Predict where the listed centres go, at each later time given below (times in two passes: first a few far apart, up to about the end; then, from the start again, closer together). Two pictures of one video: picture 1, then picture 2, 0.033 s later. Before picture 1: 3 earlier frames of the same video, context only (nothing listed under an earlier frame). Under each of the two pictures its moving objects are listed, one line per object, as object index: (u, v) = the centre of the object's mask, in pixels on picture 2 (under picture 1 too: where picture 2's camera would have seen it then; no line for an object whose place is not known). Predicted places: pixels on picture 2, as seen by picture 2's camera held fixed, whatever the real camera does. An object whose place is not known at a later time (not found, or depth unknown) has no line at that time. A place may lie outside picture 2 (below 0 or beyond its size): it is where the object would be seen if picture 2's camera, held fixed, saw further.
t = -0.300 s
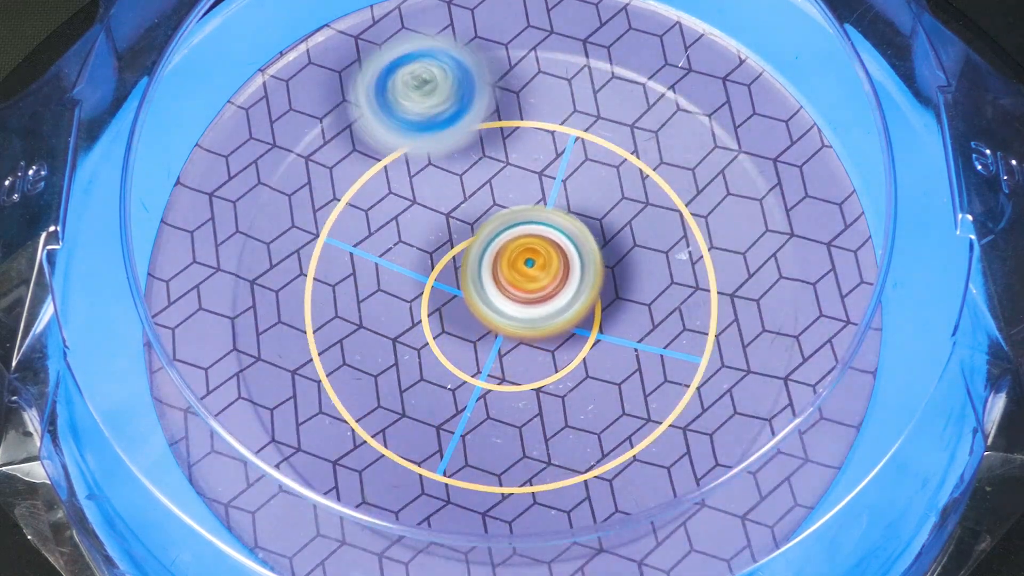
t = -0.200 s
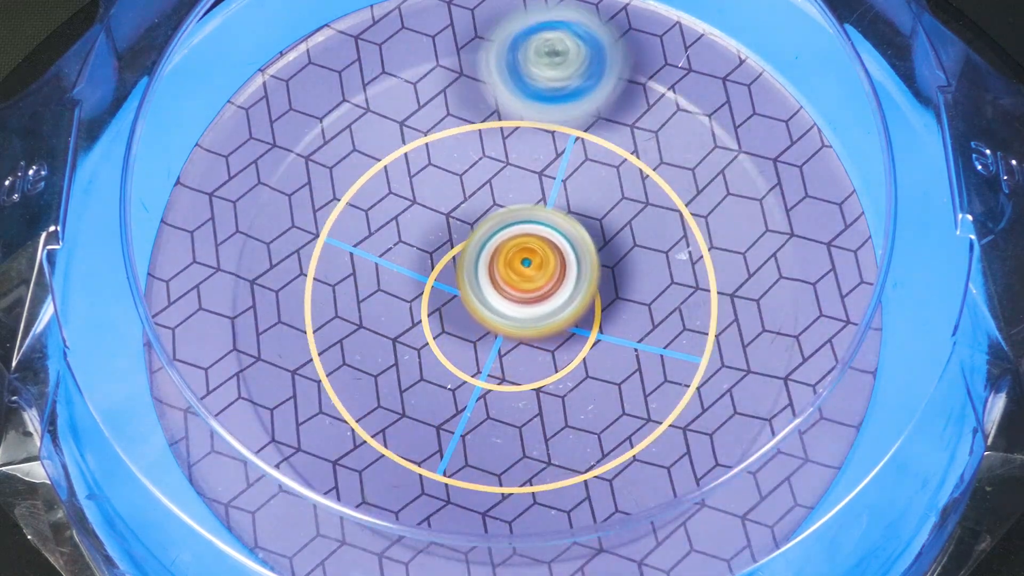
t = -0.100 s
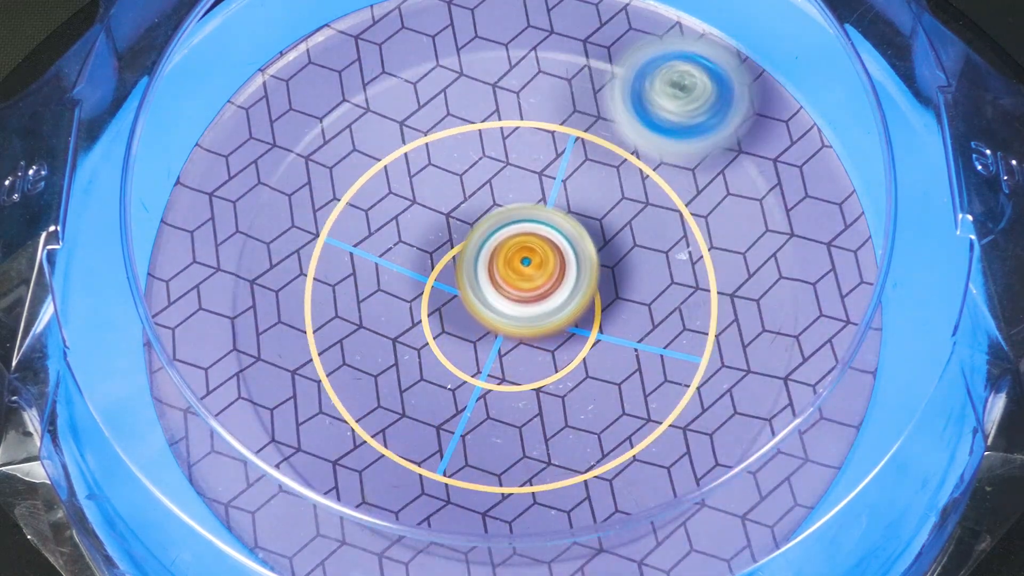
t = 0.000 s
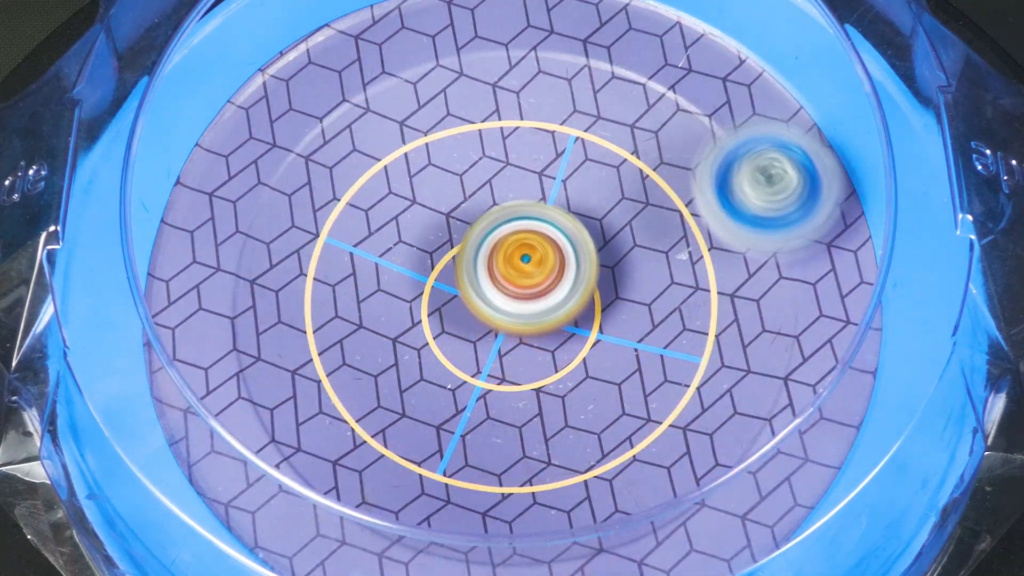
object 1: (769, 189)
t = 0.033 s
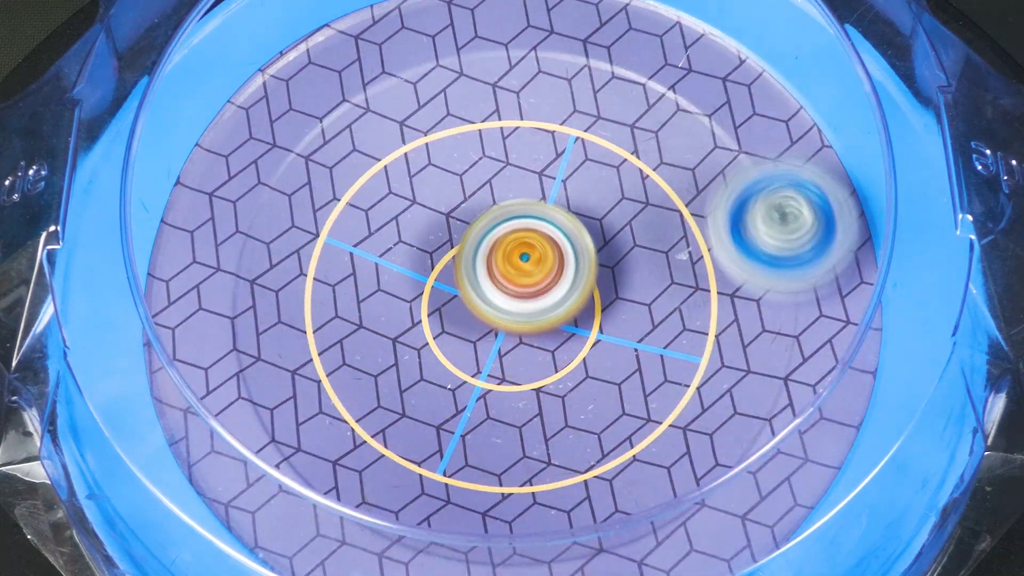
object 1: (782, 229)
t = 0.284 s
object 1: (606, 486)
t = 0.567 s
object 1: (290, 305)
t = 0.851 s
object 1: (461, 50)
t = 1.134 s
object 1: (732, 199)
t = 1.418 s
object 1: (521, 468)
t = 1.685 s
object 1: (260, 292)
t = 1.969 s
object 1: (437, 75)
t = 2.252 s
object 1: (695, 257)
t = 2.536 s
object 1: (480, 489)
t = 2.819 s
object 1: (281, 285)
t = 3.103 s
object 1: (526, 127)
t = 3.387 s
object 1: (702, 348)
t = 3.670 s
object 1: (438, 458)
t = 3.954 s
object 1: (376, 204)
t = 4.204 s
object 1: (617, 144)
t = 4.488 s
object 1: (657, 384)
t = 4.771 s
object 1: (377, 349)
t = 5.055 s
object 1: (456, 130)
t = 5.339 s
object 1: (662, 252)
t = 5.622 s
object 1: (520, 445)
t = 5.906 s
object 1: (335, 280)
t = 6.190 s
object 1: (517, 148)
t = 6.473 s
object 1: (668, 296)
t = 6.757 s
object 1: (545, 434)
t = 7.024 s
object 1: (401, 408)
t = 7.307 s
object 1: (426, 269)
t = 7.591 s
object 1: (493, 328)
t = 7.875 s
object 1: (475, 320)
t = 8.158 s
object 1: (539, 371)
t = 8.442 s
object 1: (370, 402)
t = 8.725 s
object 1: (287, 365)
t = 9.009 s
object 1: (427, 230)
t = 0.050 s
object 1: (786, 249)
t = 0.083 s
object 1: (789, 292)
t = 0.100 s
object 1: (786, 312)
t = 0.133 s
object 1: (770, 354)
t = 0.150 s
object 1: (760, 375)
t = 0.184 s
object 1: (732, 415)
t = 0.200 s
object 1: (714, 431)
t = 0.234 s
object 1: (675, 458)
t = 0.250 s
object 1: (653, 470)
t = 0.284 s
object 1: (606, 486)
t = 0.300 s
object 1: (582, 491)
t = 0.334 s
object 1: (530, 493)
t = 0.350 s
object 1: (505, 482)
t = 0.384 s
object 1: (456, 474)
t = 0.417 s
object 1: (410, 459)
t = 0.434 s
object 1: (389, 448)
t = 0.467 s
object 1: (352, 419)
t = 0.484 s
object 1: (337, 402)
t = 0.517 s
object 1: (313, 366)
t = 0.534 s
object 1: (303, 346)
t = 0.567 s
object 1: (290, 305)
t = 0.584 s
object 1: (285, 284)
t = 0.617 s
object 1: (286, 243)
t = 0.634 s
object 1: (288, 223)
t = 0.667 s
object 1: (299, 185)
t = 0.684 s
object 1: (309, 166)
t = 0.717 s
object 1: (329, 130)
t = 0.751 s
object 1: (354, 102)
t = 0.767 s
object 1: (371, 89)
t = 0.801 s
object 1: (405, 67)
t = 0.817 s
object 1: (423, 59)
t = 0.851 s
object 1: (461, 50)
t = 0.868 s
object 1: (481, 47)
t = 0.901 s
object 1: (522, 46)
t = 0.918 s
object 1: (541, 48)
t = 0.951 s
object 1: (582, 51)
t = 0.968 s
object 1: (604, 56)
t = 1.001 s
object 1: (639, 73)
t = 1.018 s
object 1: (654, 83)
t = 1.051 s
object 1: (685, 109)
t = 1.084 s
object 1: (711, 142)
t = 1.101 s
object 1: (719, 159)
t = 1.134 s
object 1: (732, 199)
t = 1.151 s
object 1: (738, 219)
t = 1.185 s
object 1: (739, 262)
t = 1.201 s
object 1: (736, 284)
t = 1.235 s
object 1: (722, 327)
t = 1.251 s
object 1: (714, 347)
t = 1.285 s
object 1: (687, 385)
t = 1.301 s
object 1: (672, 402)
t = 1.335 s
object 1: (635, 431)
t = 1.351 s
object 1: (613, 443)
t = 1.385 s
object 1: (568, 459)
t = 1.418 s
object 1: (521, 468)
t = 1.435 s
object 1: (496, 470)
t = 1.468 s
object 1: (448, 465)
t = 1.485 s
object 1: (426, 460)
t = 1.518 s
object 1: (384, 444)
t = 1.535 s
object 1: (364, 435)
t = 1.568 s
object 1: (328, 410)
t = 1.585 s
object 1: (313, 394)
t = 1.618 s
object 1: (289, 362)
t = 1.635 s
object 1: (279, 345)
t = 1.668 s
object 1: (264, 311)
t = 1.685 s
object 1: (260, 292)
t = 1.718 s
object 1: (257, 256)
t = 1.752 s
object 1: (262, 219)
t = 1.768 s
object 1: (265, 203)
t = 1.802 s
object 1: (282, 170)
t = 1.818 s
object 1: (292, 155)
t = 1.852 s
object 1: (317, 130)
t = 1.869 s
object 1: (331, 116)
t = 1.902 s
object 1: (364, 97)
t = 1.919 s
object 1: (381, 89)
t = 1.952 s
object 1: (418, 78)
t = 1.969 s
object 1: (437, 75)
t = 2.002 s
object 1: (476, 74)
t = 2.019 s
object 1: (497, 76)
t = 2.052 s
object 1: (537, 84)
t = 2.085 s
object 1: (574, 100)
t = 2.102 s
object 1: (592, 110)
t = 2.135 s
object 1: (626, 135)
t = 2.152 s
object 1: (641, 148)
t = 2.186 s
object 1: (666, 180)
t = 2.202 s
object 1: (676, 199)
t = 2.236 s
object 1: (690, 238)
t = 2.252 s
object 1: (695, 257)
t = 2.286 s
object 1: (697, 297)
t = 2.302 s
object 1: (695, 318)
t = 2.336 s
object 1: (683, 358)
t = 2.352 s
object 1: (674, 376)
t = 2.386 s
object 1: (651, 411)
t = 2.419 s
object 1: (621, 440)
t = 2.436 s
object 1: (603, 453)
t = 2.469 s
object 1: (564, 468)
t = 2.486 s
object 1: (544, 479)
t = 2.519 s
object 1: (502, 488)
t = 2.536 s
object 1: (480, 489)
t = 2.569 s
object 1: (439, 483)
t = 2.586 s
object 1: (419, 478)
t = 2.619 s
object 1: (380, 462)
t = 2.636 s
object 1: (363, 451)
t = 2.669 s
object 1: (335, 428)
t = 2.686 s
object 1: (322, 416)
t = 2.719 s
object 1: (300, 385)
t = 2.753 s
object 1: (287, 353)
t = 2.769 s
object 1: (283, 336)
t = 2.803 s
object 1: (280, 302)
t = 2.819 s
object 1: (281, 285)
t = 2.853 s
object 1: (292, 252)
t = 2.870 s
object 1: (298, 235)
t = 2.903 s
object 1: (318, 205)
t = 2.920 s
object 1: (330, 193)
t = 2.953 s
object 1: (358, 167)
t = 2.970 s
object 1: (375, 156)
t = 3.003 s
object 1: (409, 141)
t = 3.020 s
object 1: (428, 134)
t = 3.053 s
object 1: (466, 128)
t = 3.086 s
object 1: (505, 124)
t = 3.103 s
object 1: (526, 127)
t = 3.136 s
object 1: (565, 137)
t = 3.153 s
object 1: (583, 143)
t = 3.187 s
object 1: (620, 161)
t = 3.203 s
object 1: (636, 171)
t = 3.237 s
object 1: (663, 196)
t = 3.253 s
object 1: (675, 211)
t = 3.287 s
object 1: (694, 244)
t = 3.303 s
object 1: (700, 259)
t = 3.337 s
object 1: (707, 295)
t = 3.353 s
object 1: (708, 312)
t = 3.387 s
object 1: (702, 348)
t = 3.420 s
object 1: (690, 382)
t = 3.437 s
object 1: (680, 398)
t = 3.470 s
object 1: (656, 426)
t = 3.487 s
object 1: (641, 438)
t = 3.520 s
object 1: (609, 455)
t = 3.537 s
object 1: (590, 462)
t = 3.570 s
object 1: (552, 471)
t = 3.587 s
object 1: (532, 474)
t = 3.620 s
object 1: (494, 474)
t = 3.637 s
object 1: (474, 470)
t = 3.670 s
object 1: (438, 458)
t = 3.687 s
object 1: (421, 449)
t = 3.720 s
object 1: (392, 425)
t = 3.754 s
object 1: (368, 399)
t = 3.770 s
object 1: (358, 382)
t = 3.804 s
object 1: (347, 350)
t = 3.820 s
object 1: (343, 333)
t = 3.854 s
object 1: (340, 298)
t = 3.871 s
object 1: (341, 280)
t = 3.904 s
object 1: (350, 249)
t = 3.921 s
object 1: (358, 233)
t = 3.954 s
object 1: (376, 204)
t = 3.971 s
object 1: (388, 189)
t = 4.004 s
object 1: (415, 167)
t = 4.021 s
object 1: (431, 157)
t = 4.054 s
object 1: (463, 141)
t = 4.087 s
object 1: (497, 131)
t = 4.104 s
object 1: (514, 129)
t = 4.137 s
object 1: (550, 126)
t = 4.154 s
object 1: (569, 129)
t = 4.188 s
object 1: (601, 138)
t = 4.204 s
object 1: (617, 144)
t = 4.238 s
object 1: (647, 162)
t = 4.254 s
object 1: (661, 173)
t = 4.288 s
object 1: (682, 198)
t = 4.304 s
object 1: (691, 211)
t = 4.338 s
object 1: (704, 244)
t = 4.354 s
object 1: (707, 259)
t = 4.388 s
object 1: (707, 292)
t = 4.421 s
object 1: (697, 326)
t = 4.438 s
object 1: (689, 341)
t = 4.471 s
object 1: (668, 372)
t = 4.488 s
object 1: (657, 384)
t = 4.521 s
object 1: (625, 409)
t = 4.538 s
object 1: (609, 416)
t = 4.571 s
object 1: (572, 427)
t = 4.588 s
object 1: (552, 431)
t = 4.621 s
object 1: (514, 432)
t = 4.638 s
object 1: (494, 430)
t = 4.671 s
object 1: (459, 419)
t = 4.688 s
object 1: (442, 411)
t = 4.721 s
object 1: (411, 389)
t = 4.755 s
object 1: (386, 364)
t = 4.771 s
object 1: (377, 349)
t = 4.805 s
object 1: (363, 321)
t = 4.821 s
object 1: (358, 303)
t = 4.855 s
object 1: (353, 271)
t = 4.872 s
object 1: (355, 257)
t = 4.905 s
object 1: (361, 225)
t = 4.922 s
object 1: (367, 211)
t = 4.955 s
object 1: (382, 185)
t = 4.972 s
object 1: (391, 173)
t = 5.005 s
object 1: (415, 152)
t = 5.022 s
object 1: (428, 142)
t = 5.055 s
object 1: (456, 130)
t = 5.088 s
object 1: (487, 121)
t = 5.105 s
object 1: (504, 119)
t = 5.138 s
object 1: (536, 120)
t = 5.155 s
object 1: (552, 124)
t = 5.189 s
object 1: (582, 135)
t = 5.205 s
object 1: (596, 144)
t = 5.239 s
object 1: (623, 164)
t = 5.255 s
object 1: (633, 177)
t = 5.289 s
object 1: (650, 204)
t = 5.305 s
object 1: (655, 219)
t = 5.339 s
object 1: (662, 252)
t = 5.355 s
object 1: (661, 268)
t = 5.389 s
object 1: (656, 300)
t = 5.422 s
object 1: (654, 332)
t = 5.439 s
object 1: (655, 347)
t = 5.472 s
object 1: (649, 374)
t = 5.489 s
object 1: (641, 388)
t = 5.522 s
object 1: (619, 412)
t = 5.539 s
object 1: (607, 418)
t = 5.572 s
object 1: (574, 434)
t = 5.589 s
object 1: (556, 440)
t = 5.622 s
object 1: (520, 445)
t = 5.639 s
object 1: (501, 446)
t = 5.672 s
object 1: (466, 439)
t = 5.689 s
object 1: (450, 432)
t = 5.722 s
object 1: (419, 413)
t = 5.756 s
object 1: (393, 390)
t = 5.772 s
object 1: (383, 378)
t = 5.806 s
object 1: (359, 358)
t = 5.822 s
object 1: (350, 347)
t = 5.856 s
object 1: (339, 321)
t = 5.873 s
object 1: (335, 307)
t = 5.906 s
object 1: (335, 280)
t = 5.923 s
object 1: (338, 268)
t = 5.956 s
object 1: (348, 242)
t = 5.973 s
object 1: (355, 228)
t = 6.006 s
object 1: (373, 207)
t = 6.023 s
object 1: (385, 198)
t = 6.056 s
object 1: (410, 181)
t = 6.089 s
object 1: (434, 167)
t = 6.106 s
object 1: (446, 160)
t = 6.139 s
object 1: (472, 152)
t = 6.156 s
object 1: (486, 150)
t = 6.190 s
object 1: (517, 148)
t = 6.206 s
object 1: (531, 148)
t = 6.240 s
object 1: (559, 153)
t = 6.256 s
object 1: (573, 159)
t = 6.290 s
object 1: (598, 175)
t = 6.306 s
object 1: (610, 184)
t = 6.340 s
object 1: (630, 204)
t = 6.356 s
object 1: (641, 211)
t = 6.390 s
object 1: (655, 230)
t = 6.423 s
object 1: (667, 256)
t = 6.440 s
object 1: (668, 269)
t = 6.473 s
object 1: (668, 296)
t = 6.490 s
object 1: (665, 310)
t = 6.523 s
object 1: (655, 335)
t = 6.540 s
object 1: (659, 345)
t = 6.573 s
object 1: (662, 366)
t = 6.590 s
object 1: (660, 375)
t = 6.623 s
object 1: (648, 395)
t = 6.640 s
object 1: (638, 403)
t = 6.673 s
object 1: (617, 417)
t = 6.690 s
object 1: (604, 425)
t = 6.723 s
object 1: (575, 433)
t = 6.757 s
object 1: (545, 434)
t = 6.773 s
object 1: (530, 432)
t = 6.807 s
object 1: (501, 423)
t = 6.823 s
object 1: (488, 424)
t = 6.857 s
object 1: (477, 441)
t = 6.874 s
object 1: (470, 448)
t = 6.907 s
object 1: (457, 451)
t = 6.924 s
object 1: (451, 450)
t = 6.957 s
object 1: (434, 440)
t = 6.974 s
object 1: (425, 434)
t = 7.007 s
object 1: (409, 418)
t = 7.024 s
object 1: (401, 408)
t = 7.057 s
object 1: (392, 384)
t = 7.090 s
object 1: (387, 362)
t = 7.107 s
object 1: (388, 351)
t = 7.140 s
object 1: (388, 326)
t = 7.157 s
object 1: (393, 312)
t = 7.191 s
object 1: (402, 290)
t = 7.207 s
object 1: (400, 289)
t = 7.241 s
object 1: (403, 285)
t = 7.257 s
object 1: (406, 282)
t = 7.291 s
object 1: (418, 275)
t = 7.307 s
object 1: (426, 269)
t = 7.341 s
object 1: (446, 257)
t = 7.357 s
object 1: (455, 253)
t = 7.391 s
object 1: (451, 270)
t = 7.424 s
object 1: (452, 286)
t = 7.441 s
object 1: (454, 293)
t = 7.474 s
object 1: (463, 302)
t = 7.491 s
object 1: (468, 304)
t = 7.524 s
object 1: (478, 311)
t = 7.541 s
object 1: (483, 314)
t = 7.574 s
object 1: (490, 323)
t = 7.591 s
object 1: (493, 328)
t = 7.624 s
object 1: (495, 337)
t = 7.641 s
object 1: (495, 342)
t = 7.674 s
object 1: (492, 349)
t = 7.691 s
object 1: (490, 351)
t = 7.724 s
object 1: (483, 353)
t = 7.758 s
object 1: (475, 353)
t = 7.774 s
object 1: (472, 351)
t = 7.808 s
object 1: (468, 342)
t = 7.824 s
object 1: (467, 337)
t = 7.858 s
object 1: (471, 325)
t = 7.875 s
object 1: (475, 320)
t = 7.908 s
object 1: (487, 309)
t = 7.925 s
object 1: (493, 306)
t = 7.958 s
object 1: (509, 299)
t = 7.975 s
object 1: (517, 298)
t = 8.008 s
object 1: (534, 298)
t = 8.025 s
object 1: (542, 301)
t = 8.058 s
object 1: (550, 321)
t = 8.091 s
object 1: (552, 341)
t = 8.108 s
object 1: (550, 350)
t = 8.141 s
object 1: (544, 365)
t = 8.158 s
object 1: (539, 371)
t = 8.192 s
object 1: (524, 381)
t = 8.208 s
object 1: (515, 385)
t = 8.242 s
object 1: (498, 387)
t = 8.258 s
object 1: (489, 384)
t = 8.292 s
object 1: (472, 376)
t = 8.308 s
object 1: (465, 371)
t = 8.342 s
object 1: (453, 357)
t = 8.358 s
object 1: (451, 347)
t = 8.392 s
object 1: (433, 345)
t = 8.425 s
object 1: (388, 386)
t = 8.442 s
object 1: (370, 402)
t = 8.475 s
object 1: (338, 425)
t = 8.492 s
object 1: (328, 431)
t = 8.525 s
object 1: (305, 446)
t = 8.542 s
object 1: (299, 448)
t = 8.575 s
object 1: (294, 443)
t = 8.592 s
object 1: (290, 438)
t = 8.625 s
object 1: (293, 416)
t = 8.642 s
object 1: (290, 410)
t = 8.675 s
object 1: (286, 395)
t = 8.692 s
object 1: (284, 386)
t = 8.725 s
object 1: (287, 365)
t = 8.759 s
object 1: (295, 345)
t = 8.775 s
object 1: (300, 337)
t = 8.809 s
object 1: (311, 319)
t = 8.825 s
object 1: (318, 309)
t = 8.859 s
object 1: (332, 292)
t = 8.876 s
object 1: (340, 284)
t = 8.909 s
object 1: (359, 269)
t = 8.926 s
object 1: (370, 261)
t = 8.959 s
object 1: (392, 248)
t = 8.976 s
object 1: (401, 241)
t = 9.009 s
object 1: (427, 230)
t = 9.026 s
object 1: (440, 224)
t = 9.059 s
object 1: (466, 216)
